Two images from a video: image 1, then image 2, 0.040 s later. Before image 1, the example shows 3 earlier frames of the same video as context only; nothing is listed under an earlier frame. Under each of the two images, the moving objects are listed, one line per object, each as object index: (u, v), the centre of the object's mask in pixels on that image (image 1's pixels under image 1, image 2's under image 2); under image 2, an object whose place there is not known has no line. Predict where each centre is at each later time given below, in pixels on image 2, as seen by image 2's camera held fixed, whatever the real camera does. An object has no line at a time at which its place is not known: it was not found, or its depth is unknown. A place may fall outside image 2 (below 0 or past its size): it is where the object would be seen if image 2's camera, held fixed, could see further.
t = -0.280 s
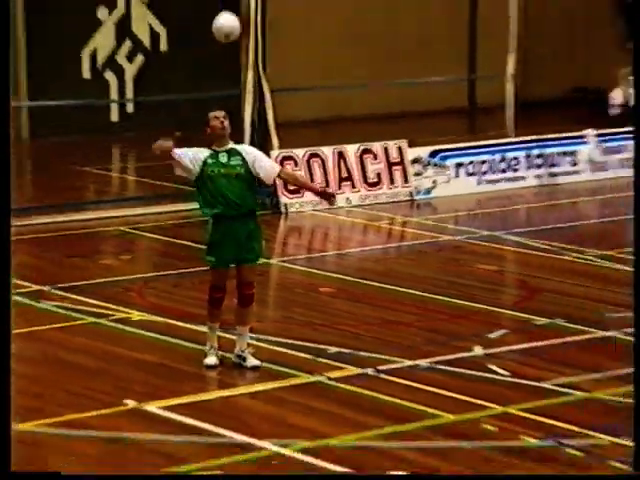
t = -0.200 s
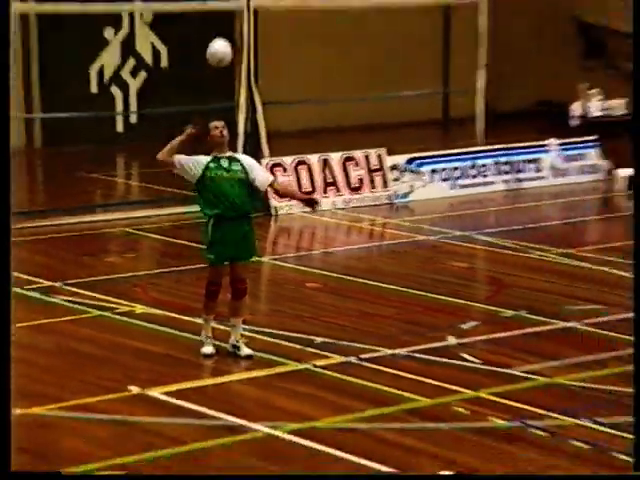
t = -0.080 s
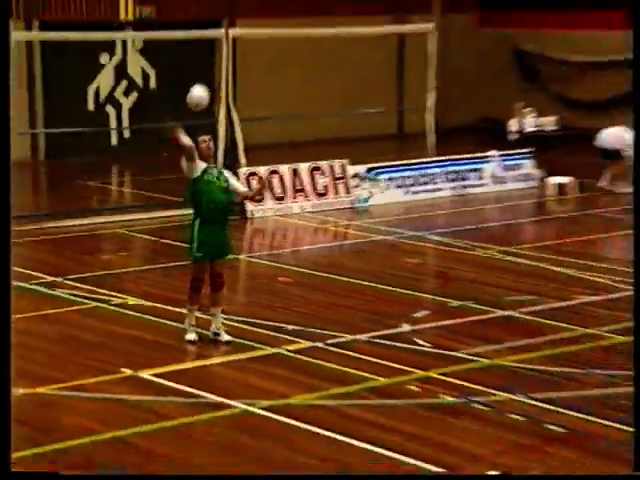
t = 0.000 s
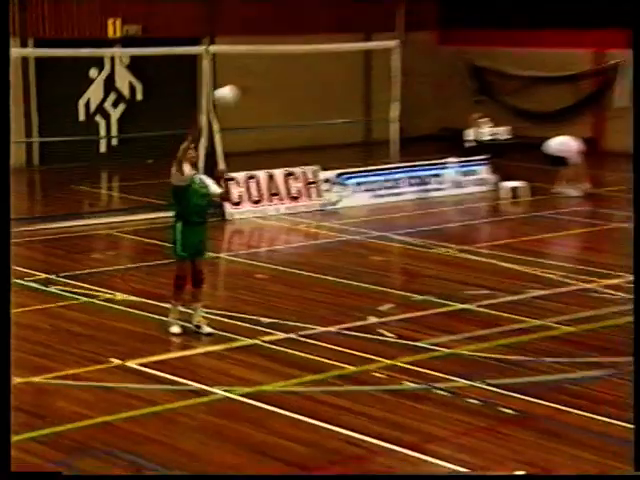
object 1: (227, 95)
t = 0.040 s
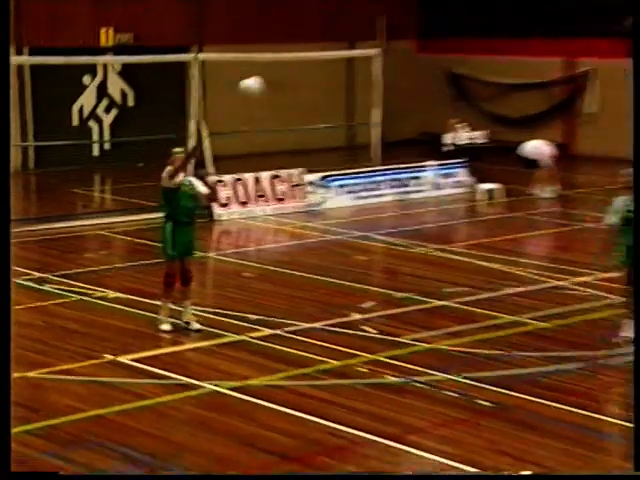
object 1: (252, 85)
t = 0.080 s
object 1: (289, 75)
